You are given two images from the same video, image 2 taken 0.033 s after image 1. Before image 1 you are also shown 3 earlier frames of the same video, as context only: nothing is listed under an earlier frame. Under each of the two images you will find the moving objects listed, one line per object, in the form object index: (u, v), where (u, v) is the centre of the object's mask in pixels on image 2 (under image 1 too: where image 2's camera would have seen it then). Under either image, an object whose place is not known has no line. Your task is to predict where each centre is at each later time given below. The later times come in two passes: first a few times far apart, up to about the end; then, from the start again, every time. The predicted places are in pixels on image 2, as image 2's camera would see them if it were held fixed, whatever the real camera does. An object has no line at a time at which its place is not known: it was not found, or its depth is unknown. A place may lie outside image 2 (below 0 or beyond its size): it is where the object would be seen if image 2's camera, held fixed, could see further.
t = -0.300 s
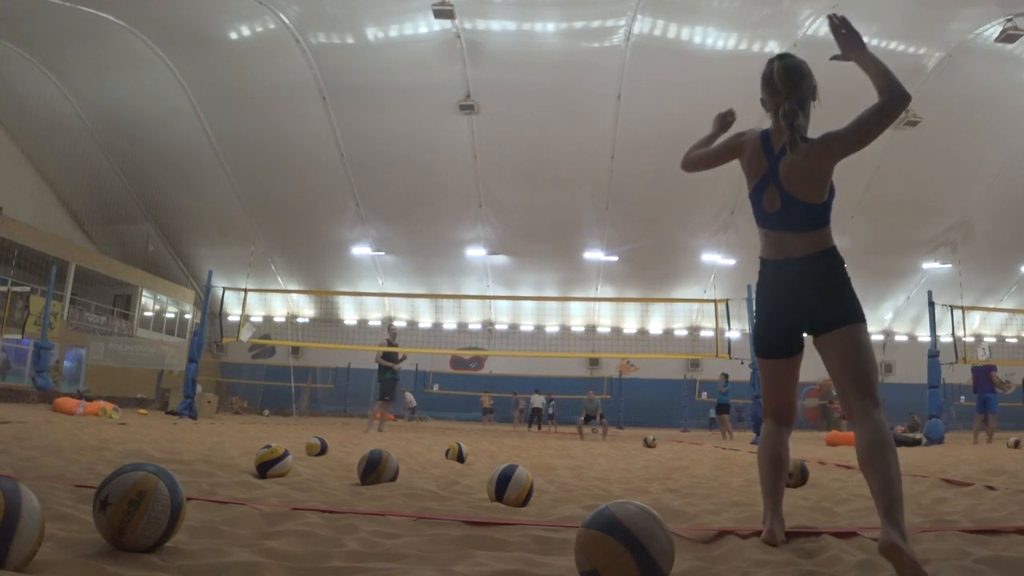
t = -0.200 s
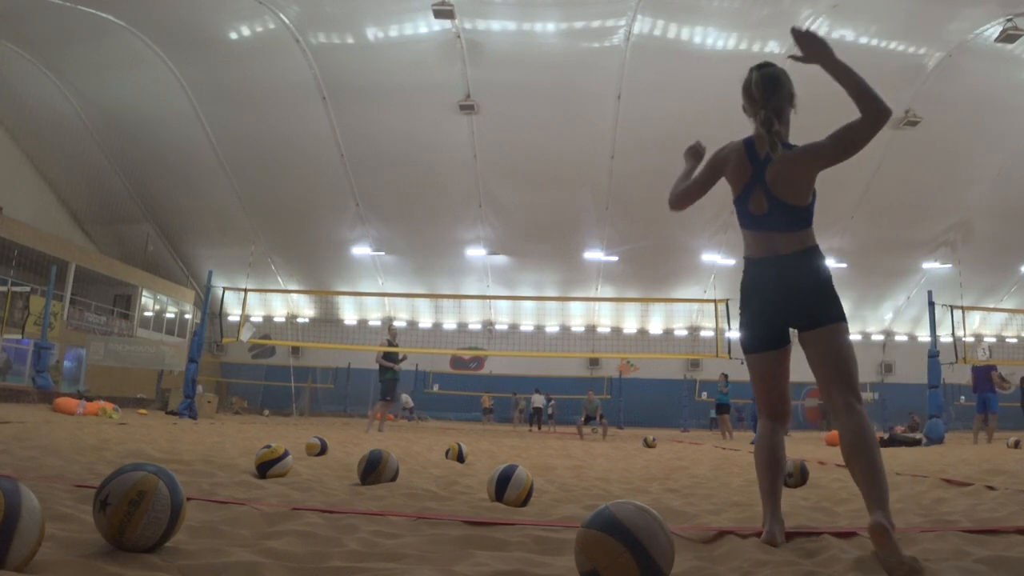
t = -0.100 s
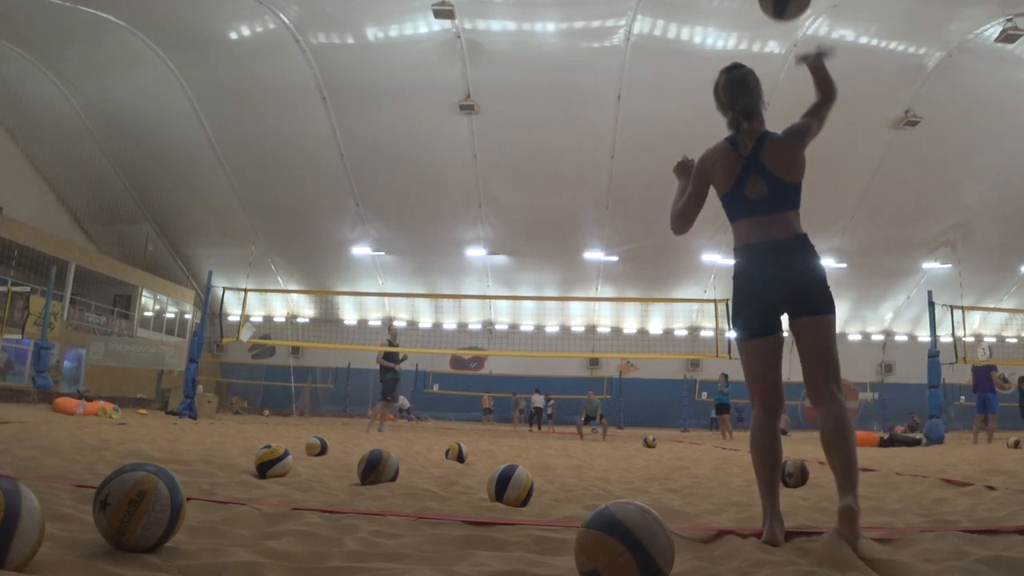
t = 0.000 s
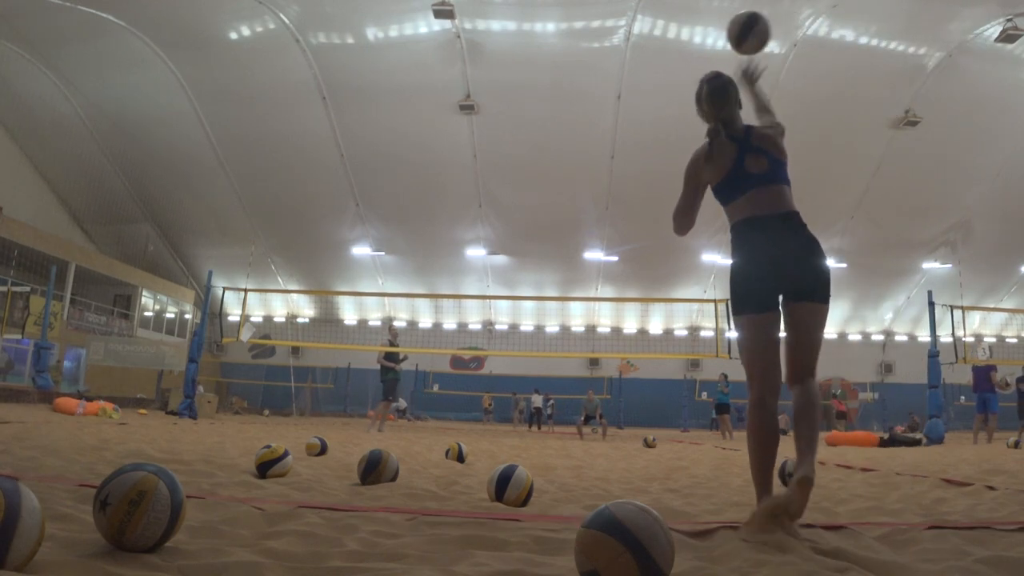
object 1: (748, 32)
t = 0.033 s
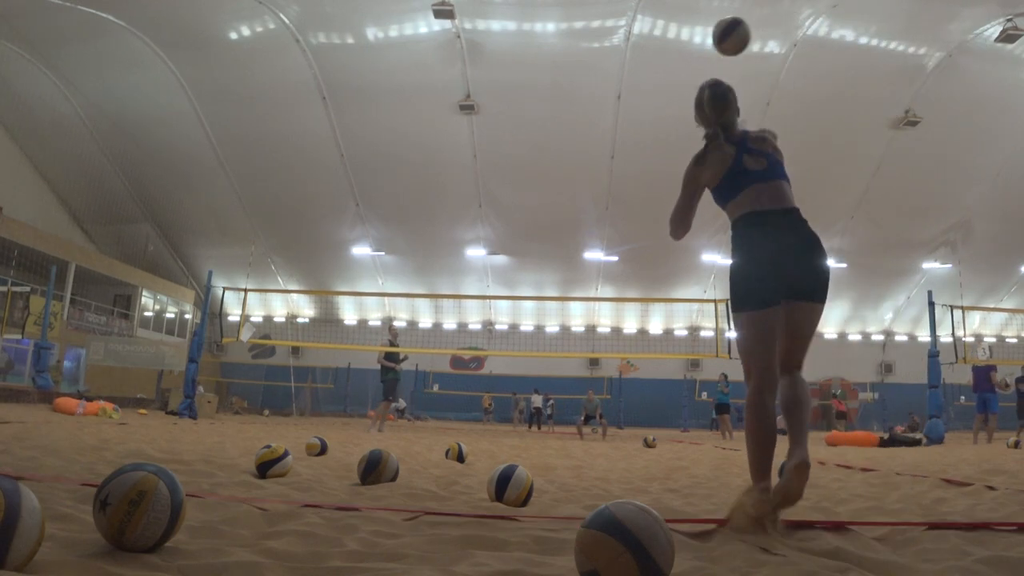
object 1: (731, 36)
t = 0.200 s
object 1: (681, 64)
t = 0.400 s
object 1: (650, 111)
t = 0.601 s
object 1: (631, 161)
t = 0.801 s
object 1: (618, 214)
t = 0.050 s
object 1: (723, 38)
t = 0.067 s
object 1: (717, 40)
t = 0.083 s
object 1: (711, 42)
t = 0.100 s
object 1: (705, 45)
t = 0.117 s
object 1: (700, 48)
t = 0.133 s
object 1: (696, 51)
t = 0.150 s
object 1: (692, 54)
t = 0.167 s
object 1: (688, 57)
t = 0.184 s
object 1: (685, 61)
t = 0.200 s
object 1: (681, 64)
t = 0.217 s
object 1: (678, 68)
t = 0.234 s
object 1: (675, 72)
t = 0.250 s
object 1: (672, 75)
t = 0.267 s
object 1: (669, 79)
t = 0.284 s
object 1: (666, 83)
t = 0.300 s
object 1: (664, 86)
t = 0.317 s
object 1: (662, 90)
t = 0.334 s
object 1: (659, 95)
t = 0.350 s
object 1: (657, 99)
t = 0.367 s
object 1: (654, 103)
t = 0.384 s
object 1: (652, 107)
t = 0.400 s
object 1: (650, 111)
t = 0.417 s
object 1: (649, 116)
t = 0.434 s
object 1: (647, 120)
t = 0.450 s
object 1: (645, 124)
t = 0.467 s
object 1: (643, 128)
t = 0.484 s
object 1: (641, 132)
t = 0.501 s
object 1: (639, 136)
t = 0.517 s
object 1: (638, 140)
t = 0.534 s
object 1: (636, 144)
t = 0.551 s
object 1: (635, 149)
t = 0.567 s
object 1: (634, 153)
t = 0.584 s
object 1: (632, 157)
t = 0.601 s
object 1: (631, 161)
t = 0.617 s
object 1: (630, 165)
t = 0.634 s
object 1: (629, 169)
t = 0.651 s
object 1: (627, 174)
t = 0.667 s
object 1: (626, 178)
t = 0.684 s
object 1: (625, 182)
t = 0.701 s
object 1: (624, 187)
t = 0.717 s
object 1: (623, 191)
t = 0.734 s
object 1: (622, 196)
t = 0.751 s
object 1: (621, 200)
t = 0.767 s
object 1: (620, 204)
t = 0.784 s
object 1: (619, 209)
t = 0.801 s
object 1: (618, 214)
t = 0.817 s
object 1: (617, 218)
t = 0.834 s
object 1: (615, 223)
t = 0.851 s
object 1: (615, 228)
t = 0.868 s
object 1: (614, 232)
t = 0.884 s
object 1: (613, 237)
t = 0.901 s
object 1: (612, 242)
